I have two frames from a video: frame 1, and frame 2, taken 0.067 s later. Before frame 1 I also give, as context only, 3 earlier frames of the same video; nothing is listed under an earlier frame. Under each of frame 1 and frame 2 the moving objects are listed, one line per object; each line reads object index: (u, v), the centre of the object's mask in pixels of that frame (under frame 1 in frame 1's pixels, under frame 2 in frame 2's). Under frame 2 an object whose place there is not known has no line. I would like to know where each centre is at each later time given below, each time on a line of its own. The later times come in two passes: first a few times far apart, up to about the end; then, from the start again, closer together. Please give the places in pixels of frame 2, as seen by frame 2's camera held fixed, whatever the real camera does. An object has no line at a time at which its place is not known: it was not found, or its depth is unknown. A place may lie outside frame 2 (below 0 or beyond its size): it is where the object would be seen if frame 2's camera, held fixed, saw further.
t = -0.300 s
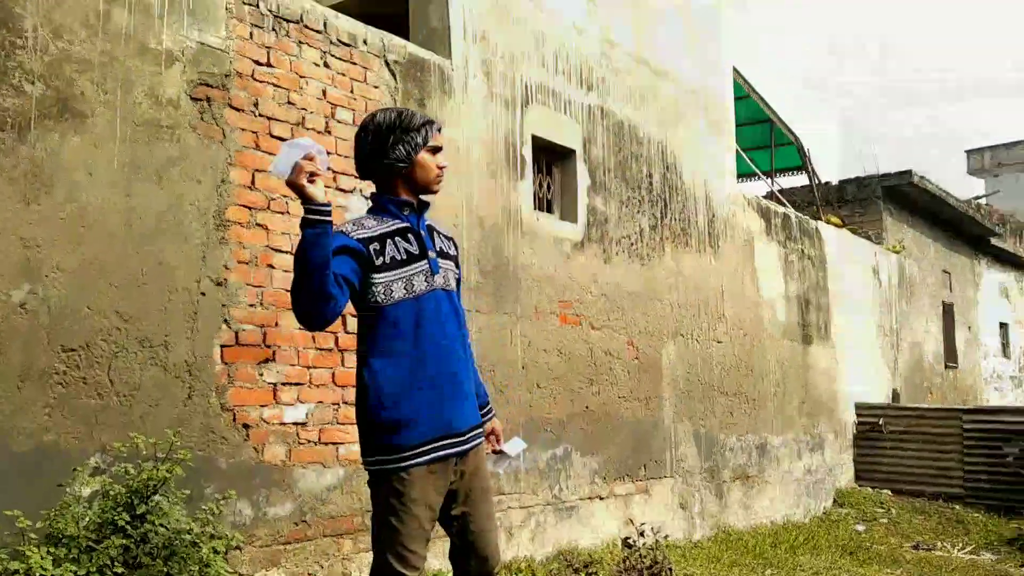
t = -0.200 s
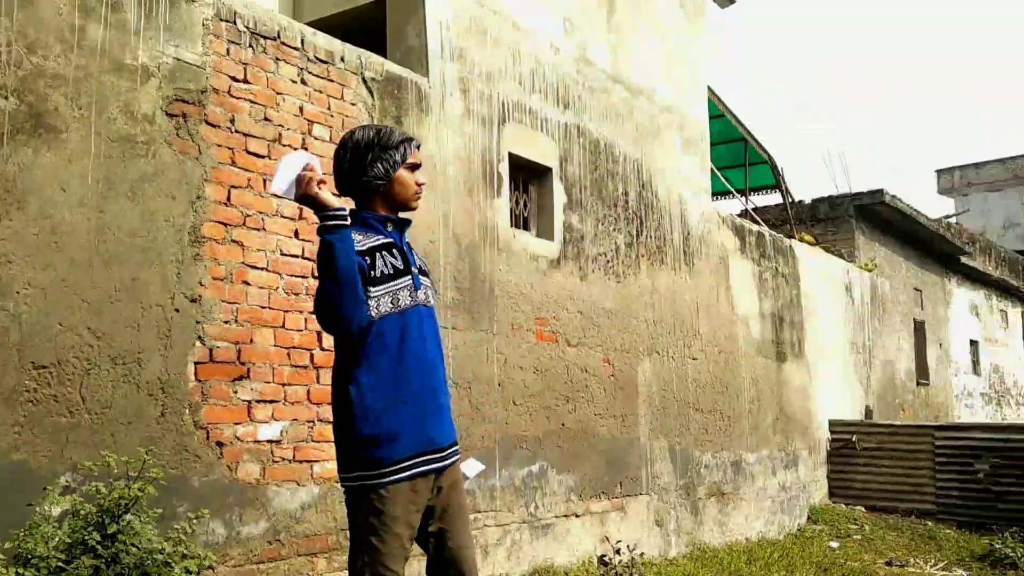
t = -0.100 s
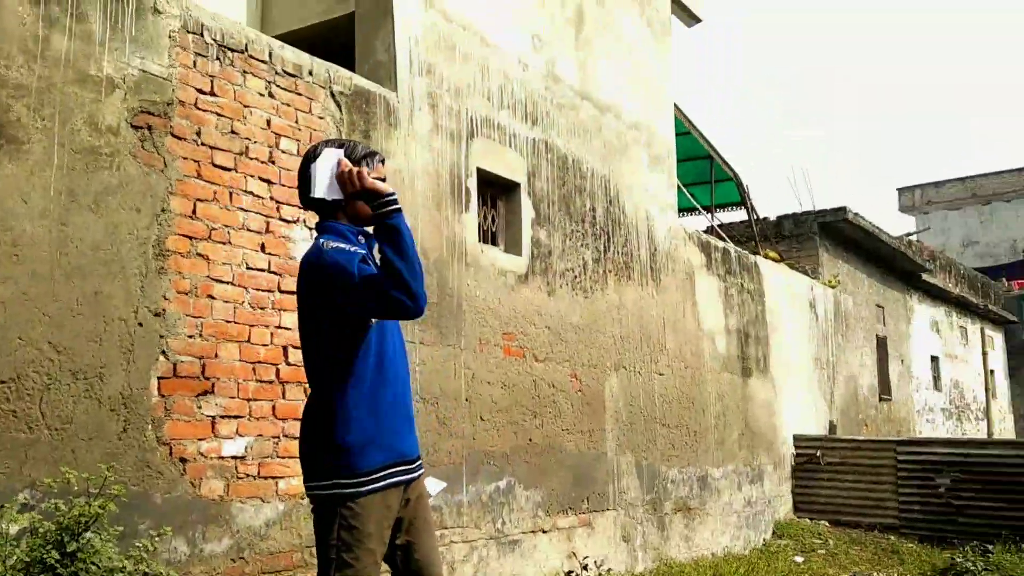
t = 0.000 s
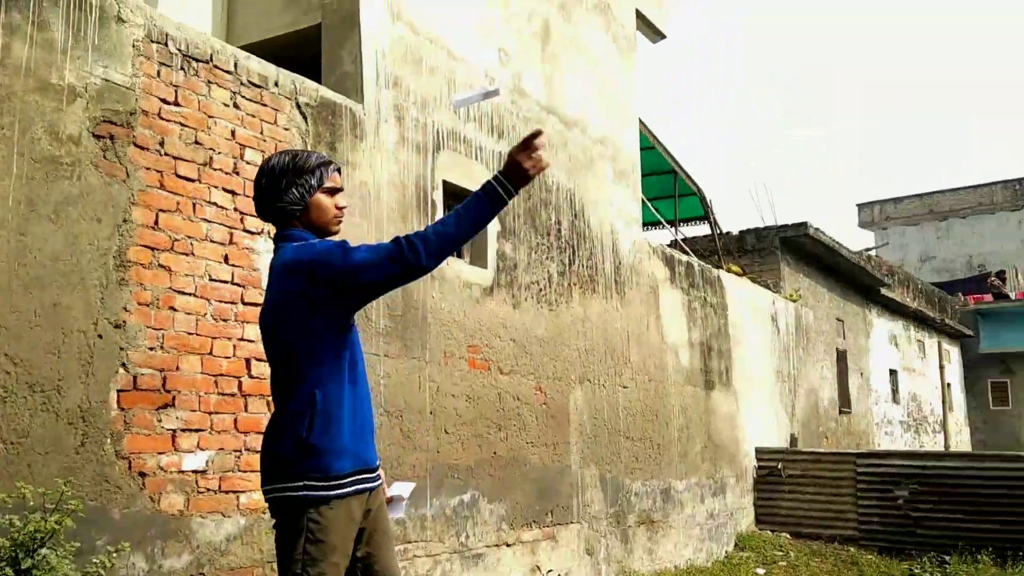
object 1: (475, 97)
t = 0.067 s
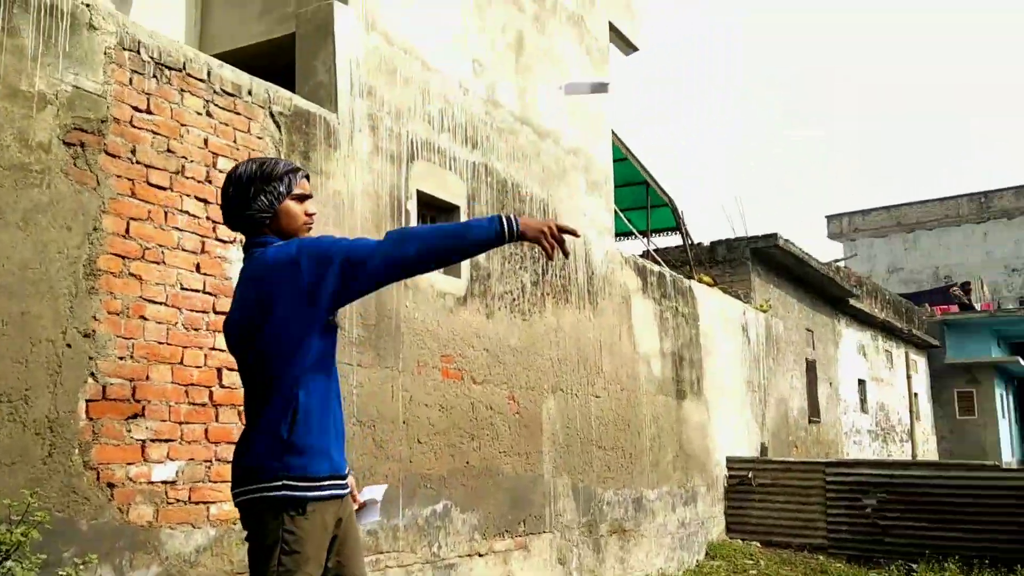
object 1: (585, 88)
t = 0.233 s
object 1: (864, 77)
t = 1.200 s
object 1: (1425, 314)
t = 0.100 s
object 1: (650, 88)
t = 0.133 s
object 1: (711, 90)
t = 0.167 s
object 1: (768, 90)
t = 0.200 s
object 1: (820, 85)
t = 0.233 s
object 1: (864, 77)
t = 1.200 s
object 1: (1425, 314)
